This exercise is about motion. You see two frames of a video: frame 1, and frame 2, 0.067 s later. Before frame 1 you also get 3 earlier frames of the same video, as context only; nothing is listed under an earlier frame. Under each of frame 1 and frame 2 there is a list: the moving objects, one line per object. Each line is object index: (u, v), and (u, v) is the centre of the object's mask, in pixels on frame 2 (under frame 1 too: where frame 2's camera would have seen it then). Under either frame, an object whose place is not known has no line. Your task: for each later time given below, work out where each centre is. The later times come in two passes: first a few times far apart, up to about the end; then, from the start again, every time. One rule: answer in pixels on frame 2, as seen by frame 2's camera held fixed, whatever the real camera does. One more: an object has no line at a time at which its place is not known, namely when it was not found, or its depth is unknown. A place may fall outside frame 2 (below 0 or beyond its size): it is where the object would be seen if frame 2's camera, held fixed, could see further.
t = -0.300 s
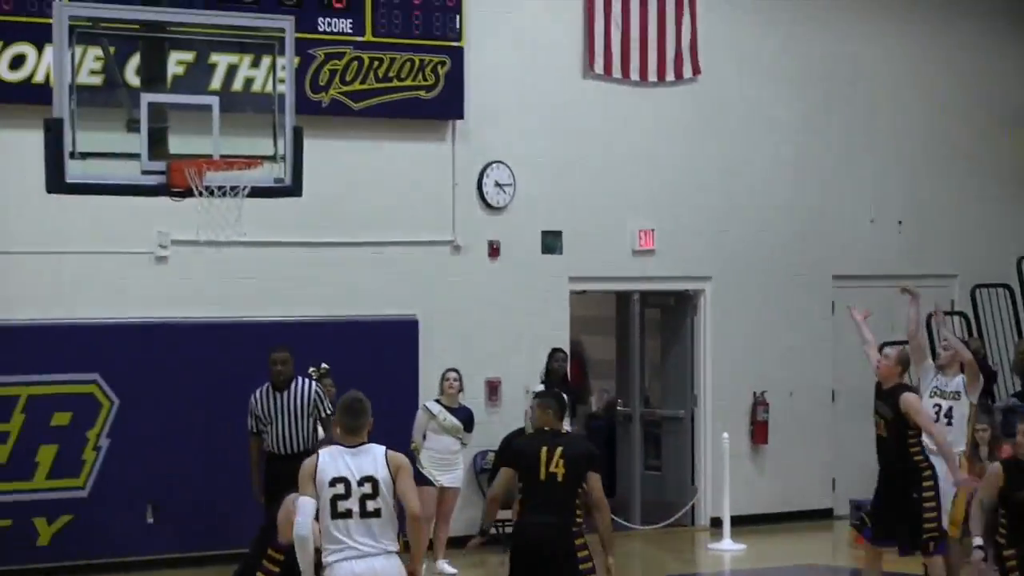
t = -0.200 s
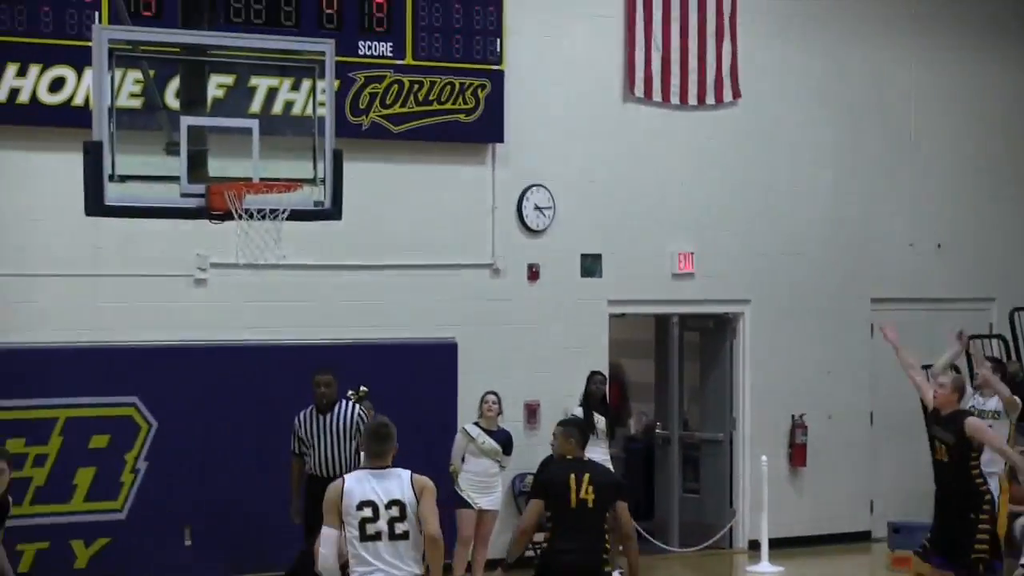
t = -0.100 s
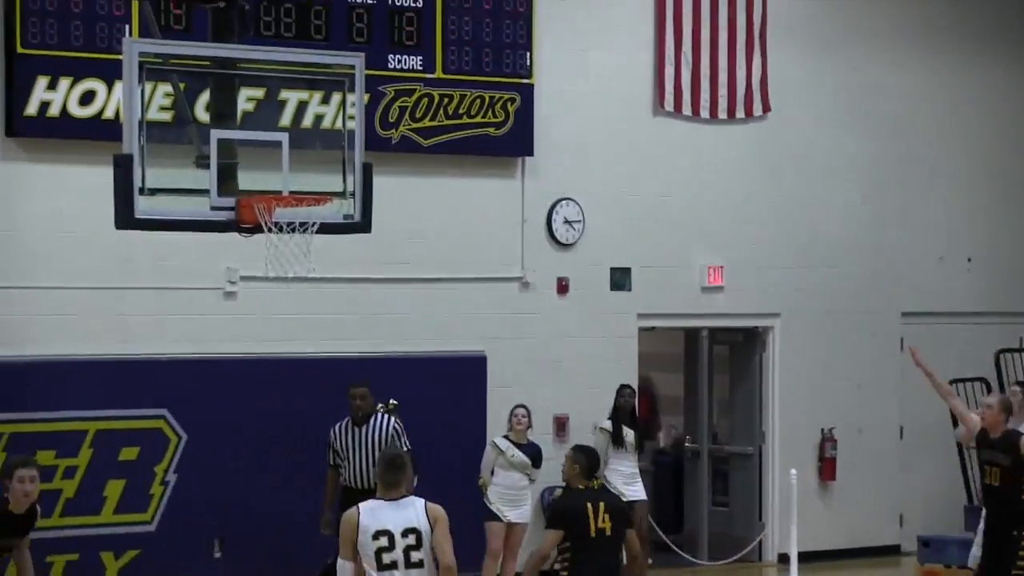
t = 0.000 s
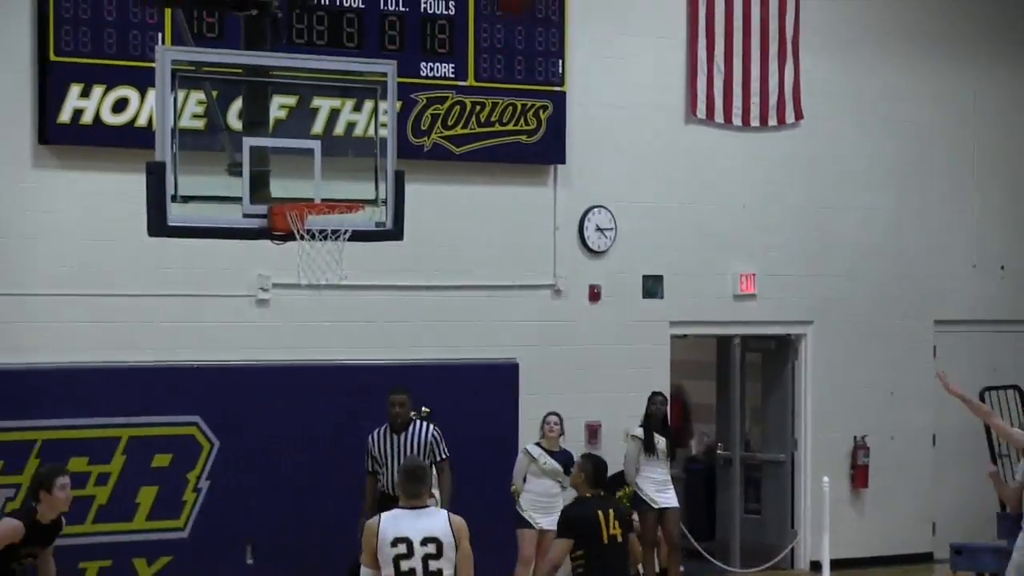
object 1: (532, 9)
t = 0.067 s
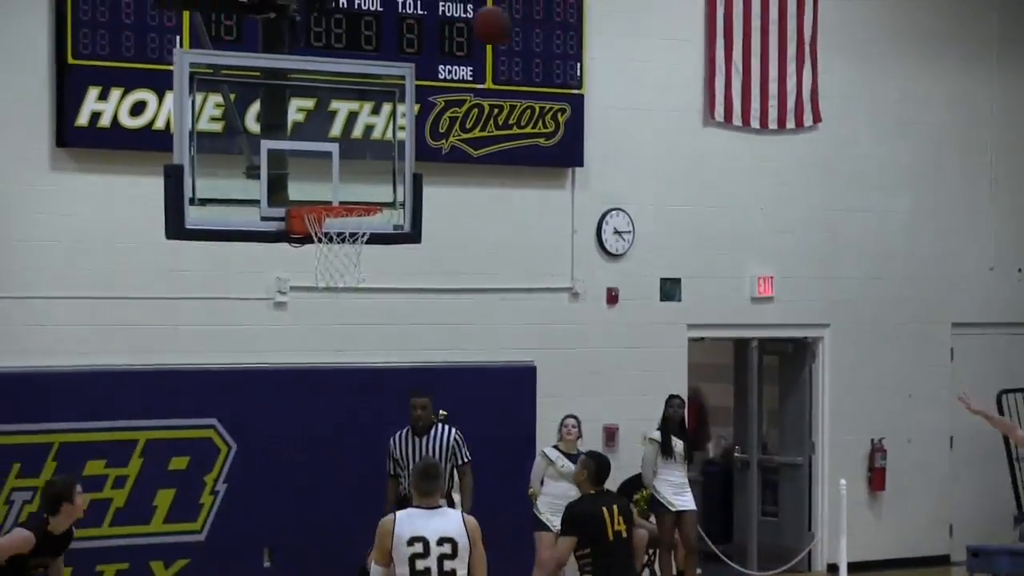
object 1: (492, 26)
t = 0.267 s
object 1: (368, 146)
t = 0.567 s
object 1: (386, 252)
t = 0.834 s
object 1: (376, 330)
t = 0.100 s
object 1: (470, 41)
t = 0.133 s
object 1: (450, 57)
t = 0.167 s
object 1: (429, 75)
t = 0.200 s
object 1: (409, 98)
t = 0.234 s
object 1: (388, 120)
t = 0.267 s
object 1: (368, 146)
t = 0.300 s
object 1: (345, 171)
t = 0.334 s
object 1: (324, 195)
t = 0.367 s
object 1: (340, 215)
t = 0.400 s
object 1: (364, 229)
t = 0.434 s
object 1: (376, 233)
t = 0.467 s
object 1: (380, 235)
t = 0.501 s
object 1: (382, 235)
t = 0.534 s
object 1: (384, 252)
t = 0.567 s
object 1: (386, 252)
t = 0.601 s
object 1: (385, 256)
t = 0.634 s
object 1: (379, 259)
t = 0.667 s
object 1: (379, 261)
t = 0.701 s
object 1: (379, 271)
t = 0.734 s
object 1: (378, 283)
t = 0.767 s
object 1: (377, 297)
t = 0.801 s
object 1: (376, 312)
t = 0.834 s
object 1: (376, 330)
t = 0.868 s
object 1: (375, 349)
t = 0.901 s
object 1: (374, 370)
